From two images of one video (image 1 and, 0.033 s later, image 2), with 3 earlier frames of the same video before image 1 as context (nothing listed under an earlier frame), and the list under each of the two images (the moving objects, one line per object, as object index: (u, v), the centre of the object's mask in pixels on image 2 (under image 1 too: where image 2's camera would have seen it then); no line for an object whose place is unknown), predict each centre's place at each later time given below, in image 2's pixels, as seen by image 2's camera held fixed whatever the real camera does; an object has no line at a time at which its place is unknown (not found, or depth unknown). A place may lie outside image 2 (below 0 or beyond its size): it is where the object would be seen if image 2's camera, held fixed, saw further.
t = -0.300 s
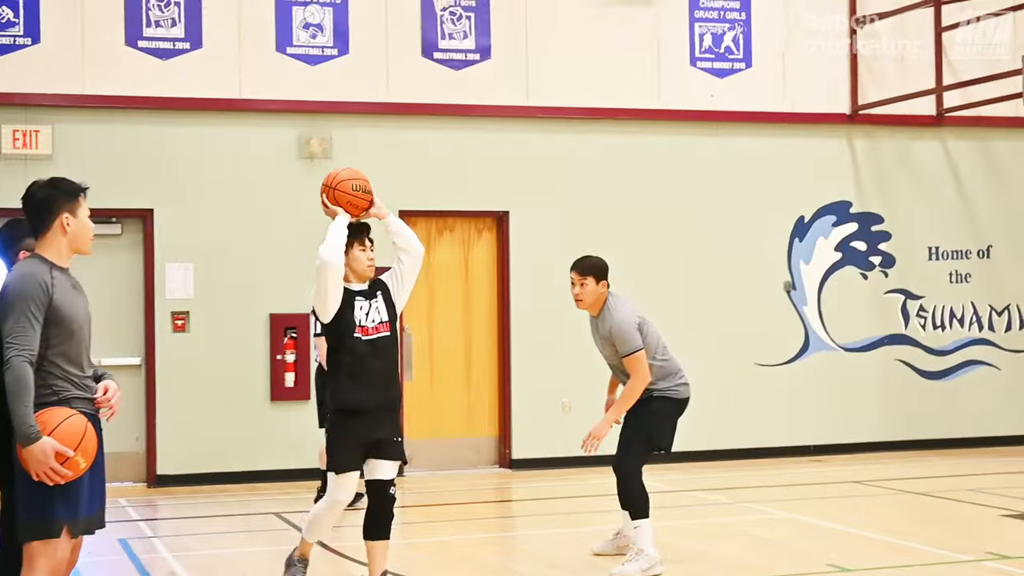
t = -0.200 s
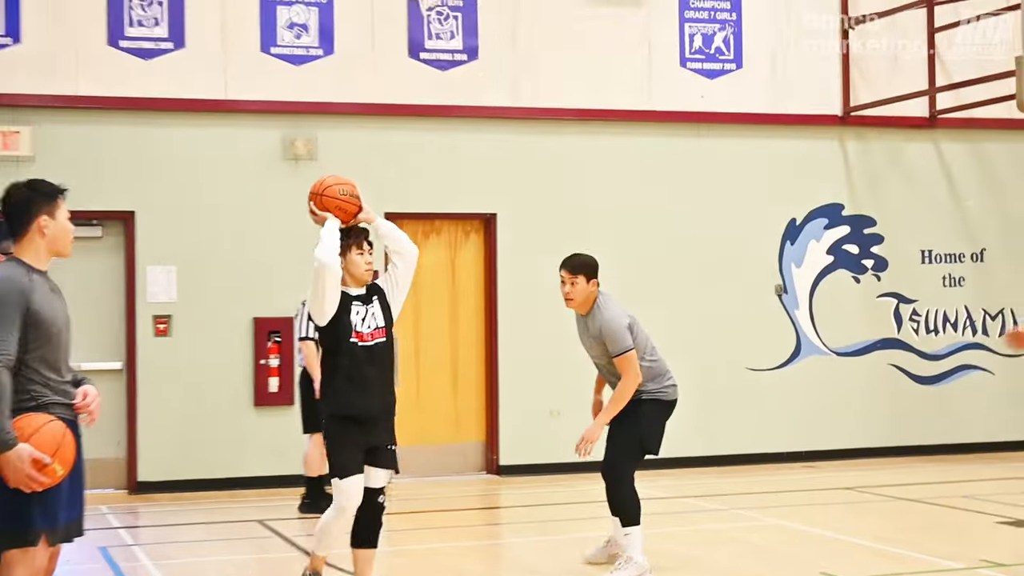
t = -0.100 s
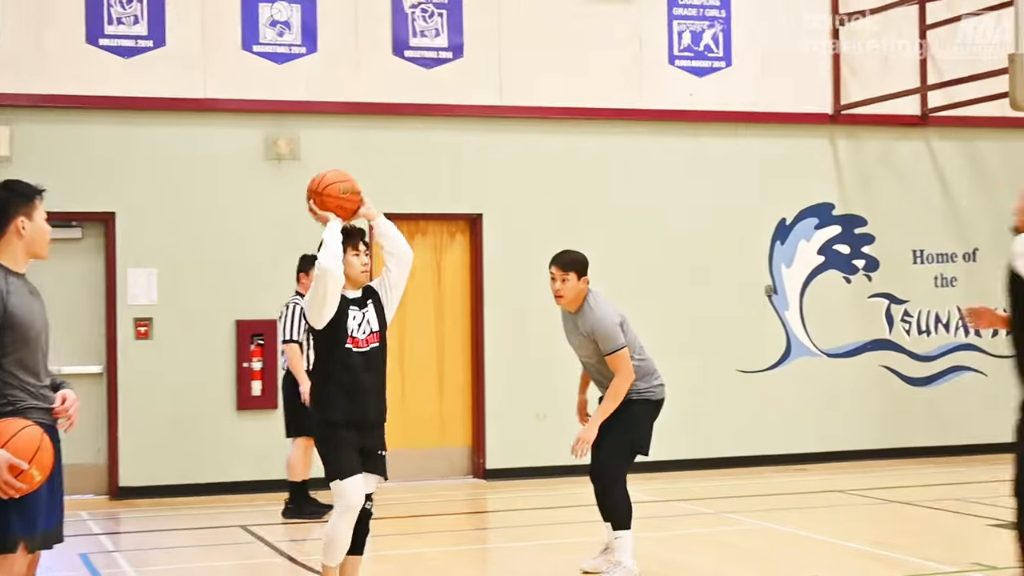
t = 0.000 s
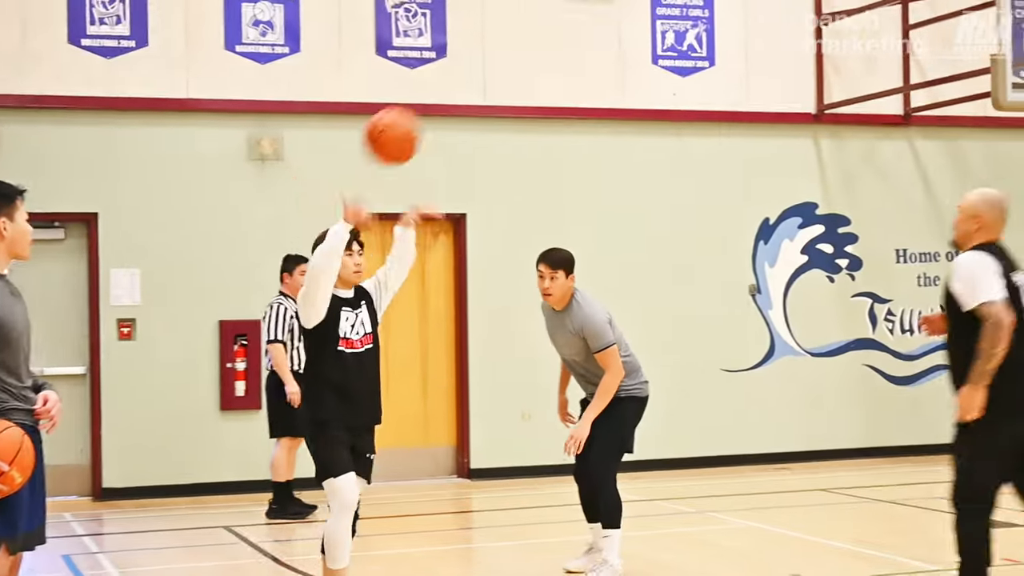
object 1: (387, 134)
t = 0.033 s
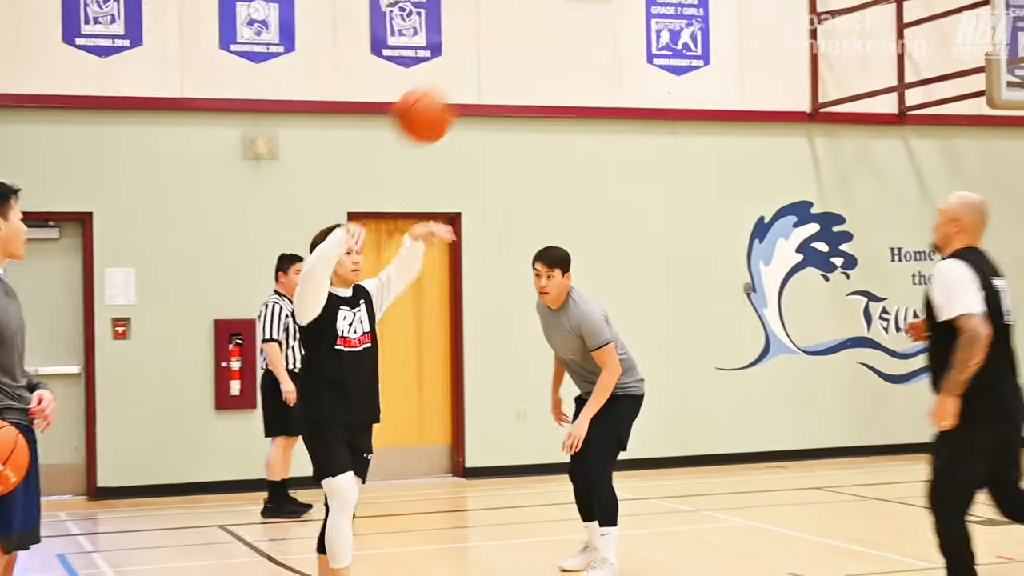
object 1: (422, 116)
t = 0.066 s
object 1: (460, 98)
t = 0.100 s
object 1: (501, 78)
